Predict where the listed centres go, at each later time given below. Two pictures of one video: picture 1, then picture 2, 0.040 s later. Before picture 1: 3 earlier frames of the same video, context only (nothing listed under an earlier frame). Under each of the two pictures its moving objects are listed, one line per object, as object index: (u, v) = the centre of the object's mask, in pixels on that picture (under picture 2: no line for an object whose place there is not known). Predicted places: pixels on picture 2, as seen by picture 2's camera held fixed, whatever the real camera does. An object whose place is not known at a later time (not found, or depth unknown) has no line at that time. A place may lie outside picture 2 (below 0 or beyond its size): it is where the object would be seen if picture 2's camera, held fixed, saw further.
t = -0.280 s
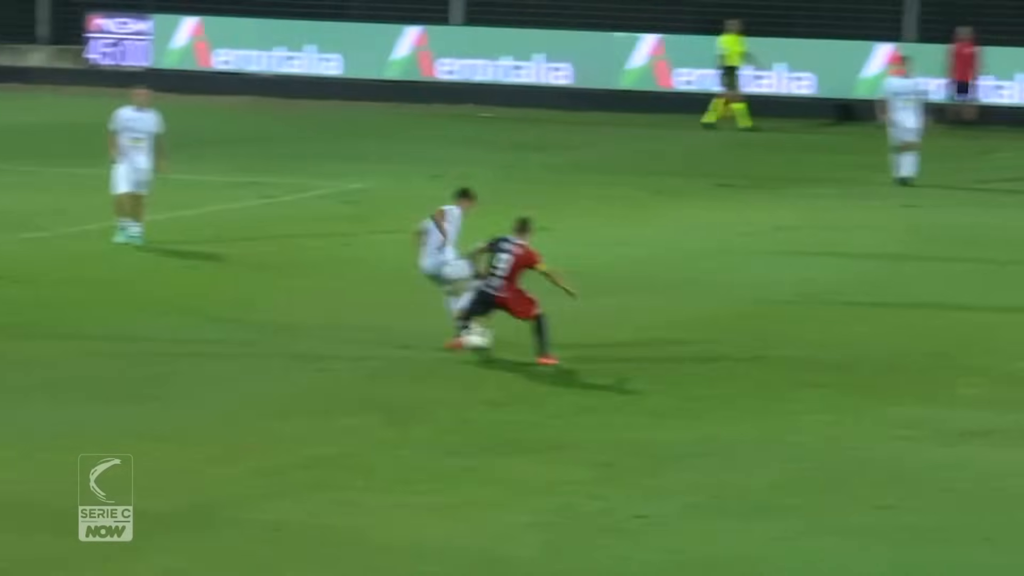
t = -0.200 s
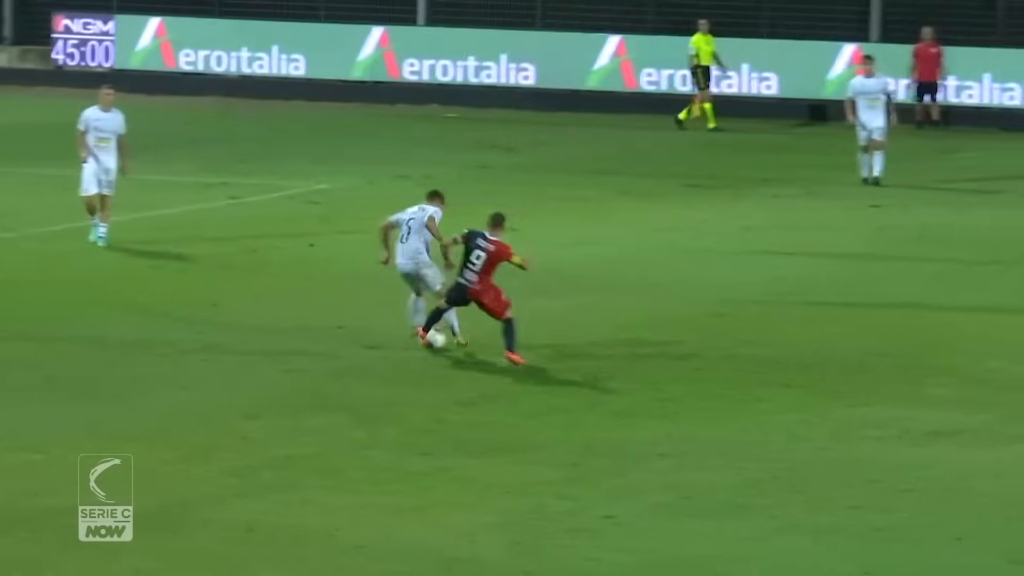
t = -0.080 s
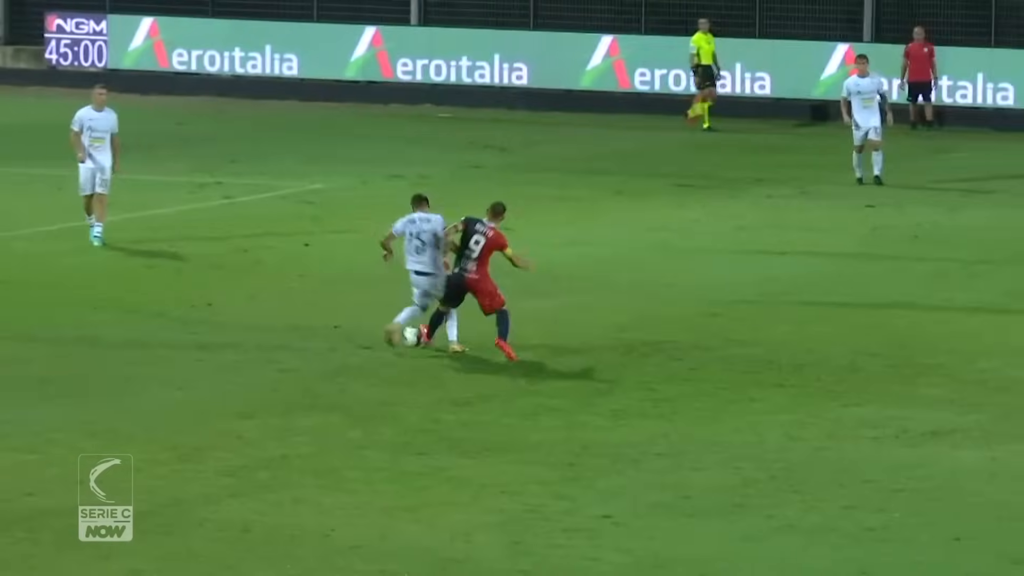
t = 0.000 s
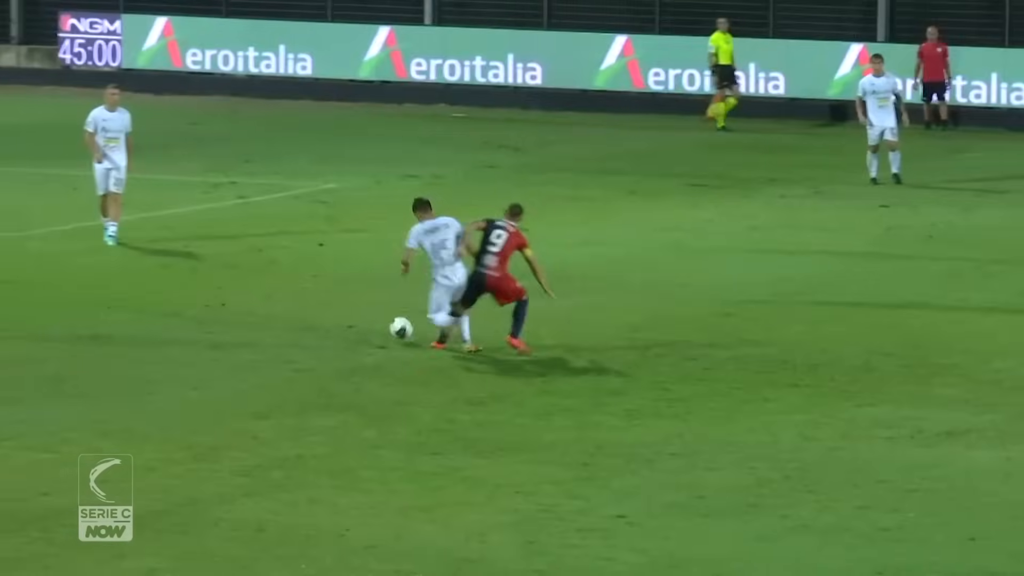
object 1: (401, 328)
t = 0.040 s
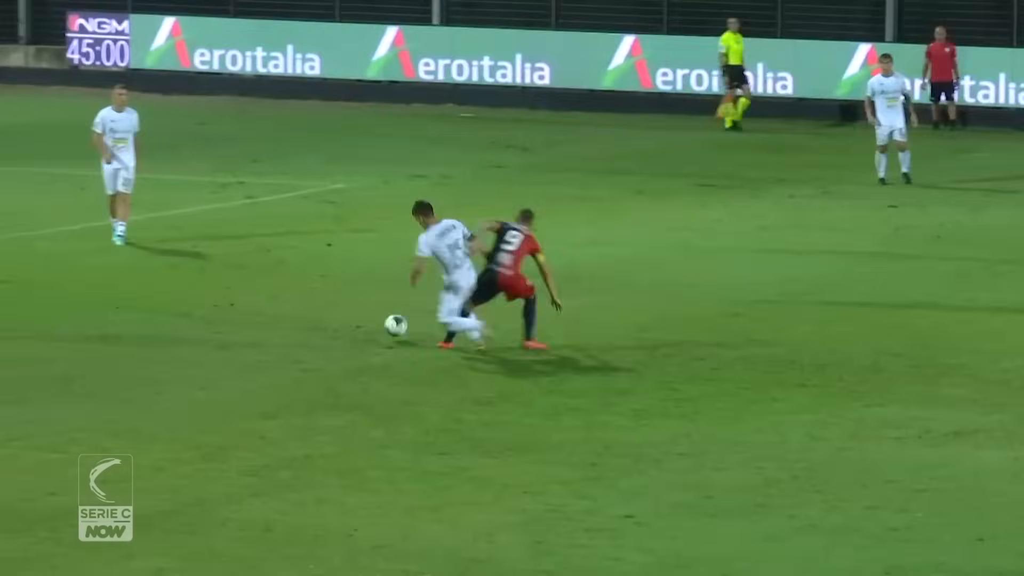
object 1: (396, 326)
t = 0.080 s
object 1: (383, 325)
